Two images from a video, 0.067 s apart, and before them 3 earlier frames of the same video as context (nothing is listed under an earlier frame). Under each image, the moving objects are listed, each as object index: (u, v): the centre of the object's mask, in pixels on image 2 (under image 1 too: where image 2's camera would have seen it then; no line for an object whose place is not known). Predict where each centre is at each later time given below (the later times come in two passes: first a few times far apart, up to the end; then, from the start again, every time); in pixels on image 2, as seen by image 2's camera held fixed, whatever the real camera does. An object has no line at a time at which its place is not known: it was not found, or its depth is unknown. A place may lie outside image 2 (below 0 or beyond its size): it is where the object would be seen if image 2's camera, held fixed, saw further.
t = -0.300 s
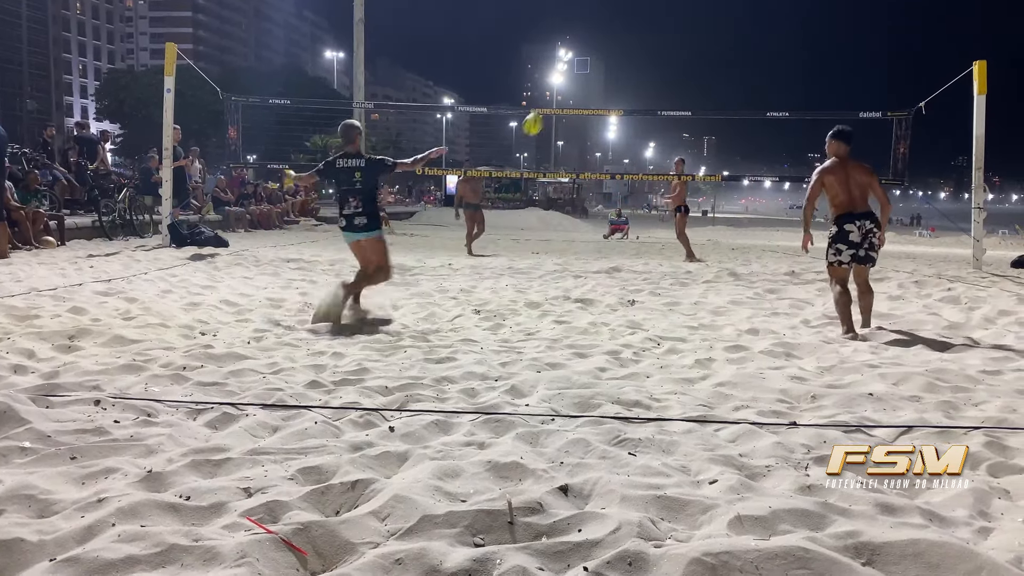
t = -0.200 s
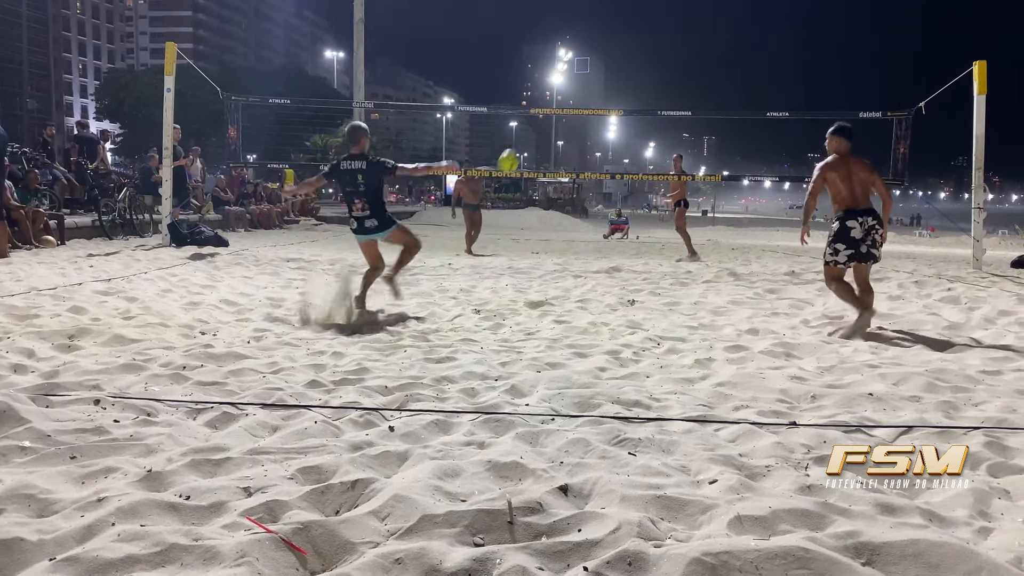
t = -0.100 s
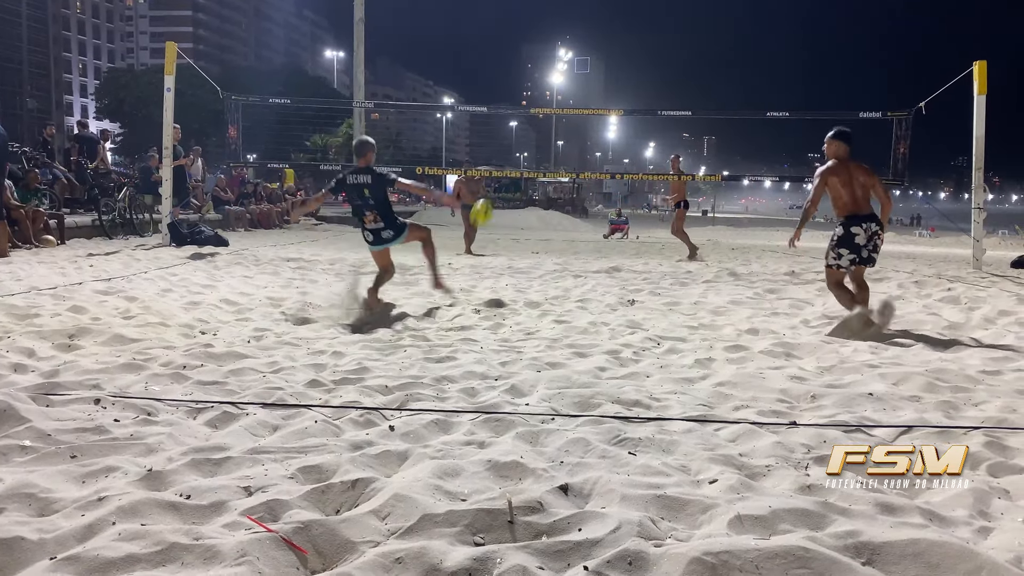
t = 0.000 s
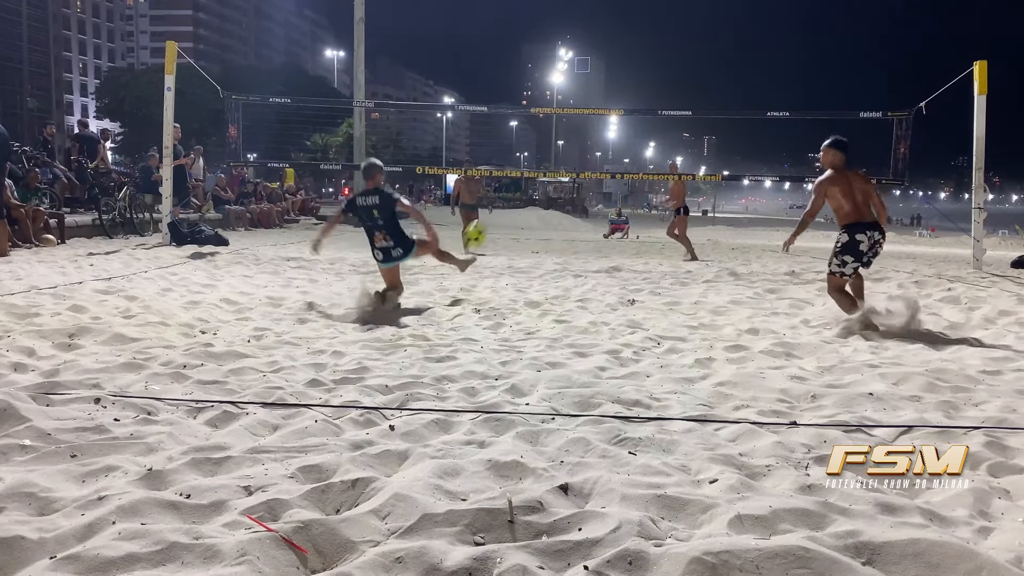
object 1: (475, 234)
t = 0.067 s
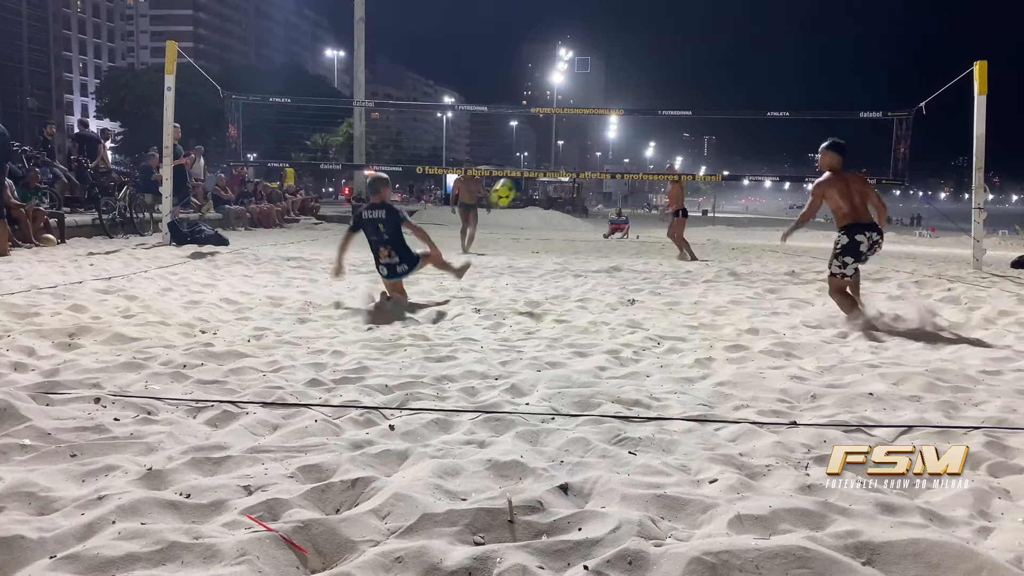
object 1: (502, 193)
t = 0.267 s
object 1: (585, 95)
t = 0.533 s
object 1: (697, 31)
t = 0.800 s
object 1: (805, 42)
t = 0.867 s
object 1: (831, 57)
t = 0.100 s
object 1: (516, 175)
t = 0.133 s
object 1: (531, 156)
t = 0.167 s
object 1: (543, 140)
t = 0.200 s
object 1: (558, 125)
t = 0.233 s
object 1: (571, 110)
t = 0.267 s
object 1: (585, 95)
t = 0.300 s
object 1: (600, 83)
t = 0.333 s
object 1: (614, 72)
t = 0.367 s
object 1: (628, 62)
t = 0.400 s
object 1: (642, 53)
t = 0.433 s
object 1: (656, 46)
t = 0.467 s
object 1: (669, 40)
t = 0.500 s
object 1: (684, 35)
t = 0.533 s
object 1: (697, 31)
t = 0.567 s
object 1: (711, 28)
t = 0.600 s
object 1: (724, 26)
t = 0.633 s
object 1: (738, 26)
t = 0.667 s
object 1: (752, 27)
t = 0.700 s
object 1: (765, 29)
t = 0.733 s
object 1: (778, 32)
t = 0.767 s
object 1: (791, 37)
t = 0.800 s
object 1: (805, 42)
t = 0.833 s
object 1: (818, 49)
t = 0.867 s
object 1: (831, 57)
